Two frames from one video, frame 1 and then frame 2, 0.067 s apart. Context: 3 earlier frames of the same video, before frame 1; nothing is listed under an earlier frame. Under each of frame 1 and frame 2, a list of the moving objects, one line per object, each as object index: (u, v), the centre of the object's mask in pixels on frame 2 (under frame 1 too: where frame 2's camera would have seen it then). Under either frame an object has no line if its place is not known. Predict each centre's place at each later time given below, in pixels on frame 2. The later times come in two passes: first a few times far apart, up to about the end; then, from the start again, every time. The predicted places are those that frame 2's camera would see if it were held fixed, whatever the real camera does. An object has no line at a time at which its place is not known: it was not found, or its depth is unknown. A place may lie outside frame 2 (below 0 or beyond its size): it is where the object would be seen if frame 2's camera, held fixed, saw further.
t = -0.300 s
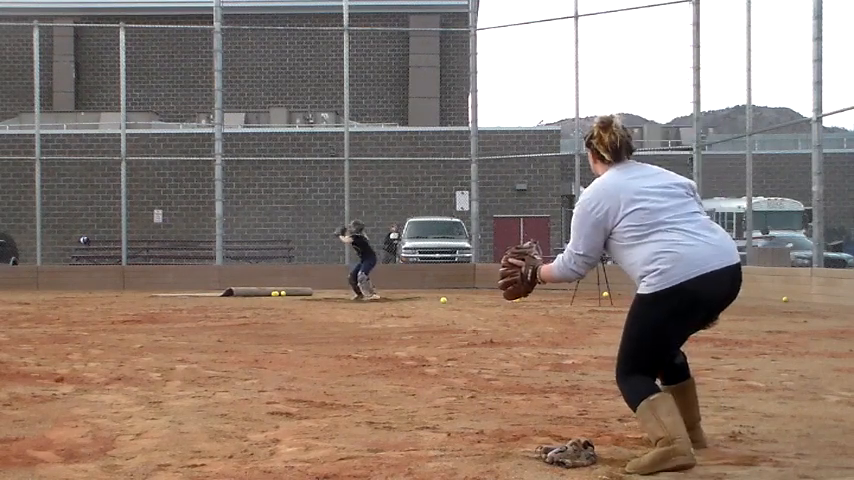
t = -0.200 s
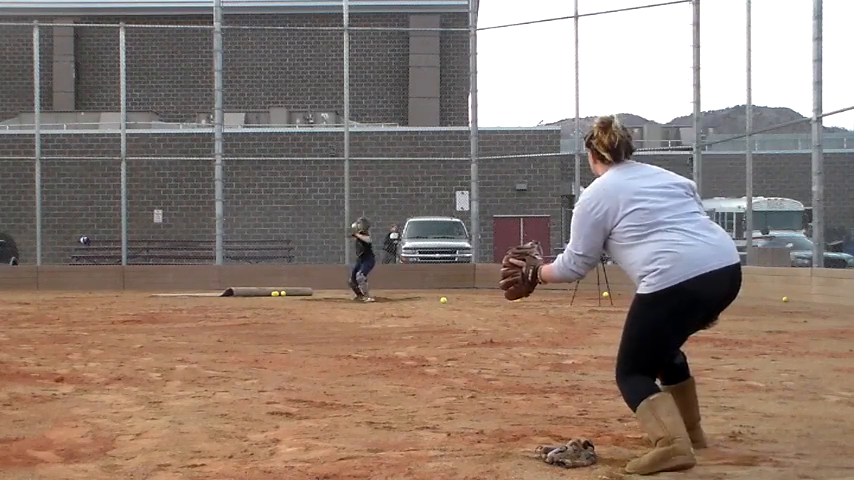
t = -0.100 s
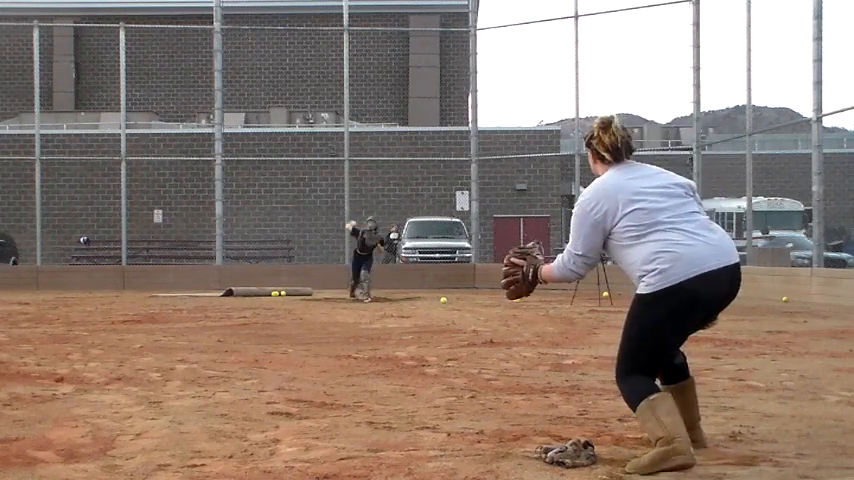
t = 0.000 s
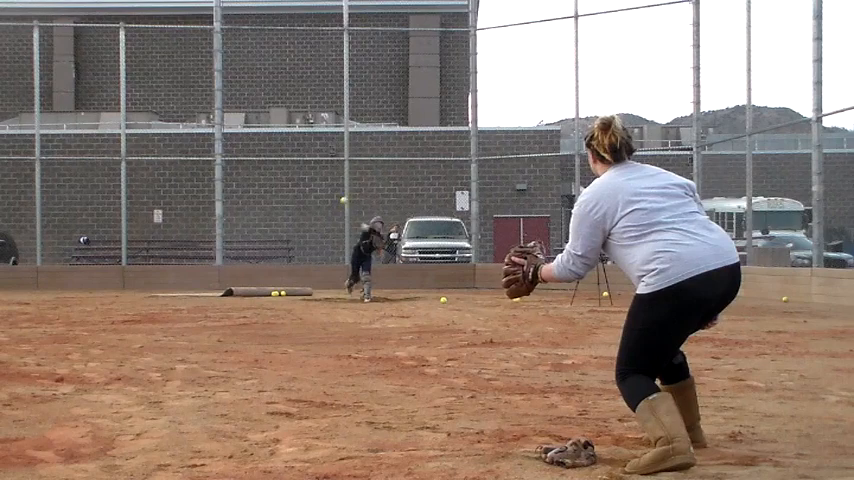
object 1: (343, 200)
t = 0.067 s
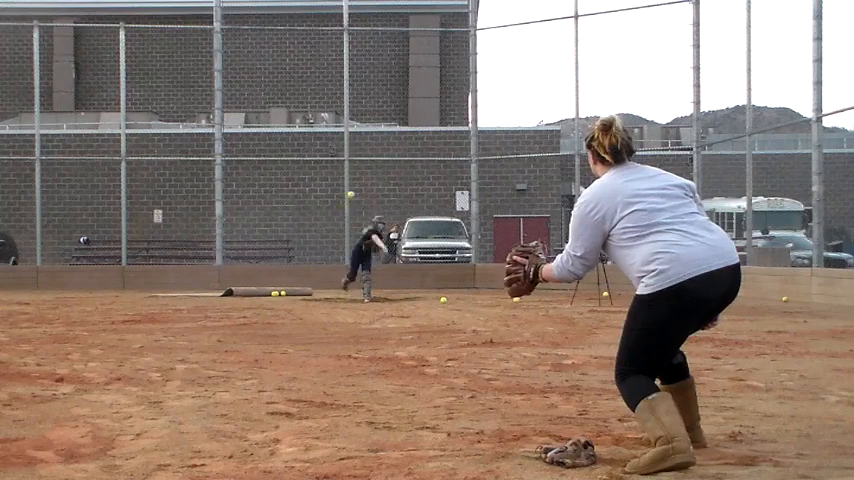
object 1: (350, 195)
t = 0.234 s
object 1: (371, 191)
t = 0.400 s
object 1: (404, 215)
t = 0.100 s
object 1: (354, 193)
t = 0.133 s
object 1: (357, 191)
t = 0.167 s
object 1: (361, 190)
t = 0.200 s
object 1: (366, 190)
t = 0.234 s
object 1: (371, 191)
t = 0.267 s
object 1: (376, 192)
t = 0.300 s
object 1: (382, 195)
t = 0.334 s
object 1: (389, 200)
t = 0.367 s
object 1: (396, 206)
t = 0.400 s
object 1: (404, 215)
